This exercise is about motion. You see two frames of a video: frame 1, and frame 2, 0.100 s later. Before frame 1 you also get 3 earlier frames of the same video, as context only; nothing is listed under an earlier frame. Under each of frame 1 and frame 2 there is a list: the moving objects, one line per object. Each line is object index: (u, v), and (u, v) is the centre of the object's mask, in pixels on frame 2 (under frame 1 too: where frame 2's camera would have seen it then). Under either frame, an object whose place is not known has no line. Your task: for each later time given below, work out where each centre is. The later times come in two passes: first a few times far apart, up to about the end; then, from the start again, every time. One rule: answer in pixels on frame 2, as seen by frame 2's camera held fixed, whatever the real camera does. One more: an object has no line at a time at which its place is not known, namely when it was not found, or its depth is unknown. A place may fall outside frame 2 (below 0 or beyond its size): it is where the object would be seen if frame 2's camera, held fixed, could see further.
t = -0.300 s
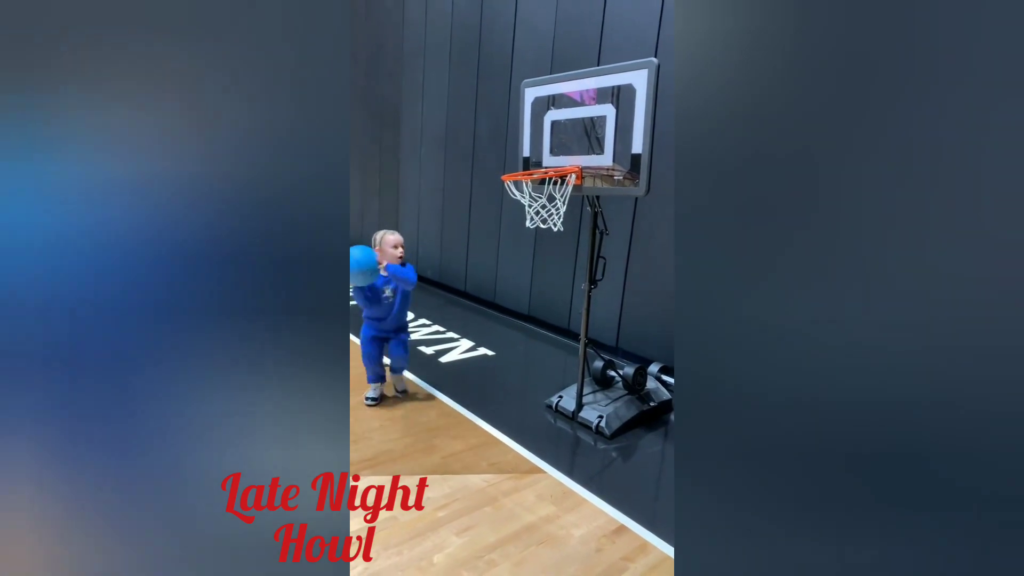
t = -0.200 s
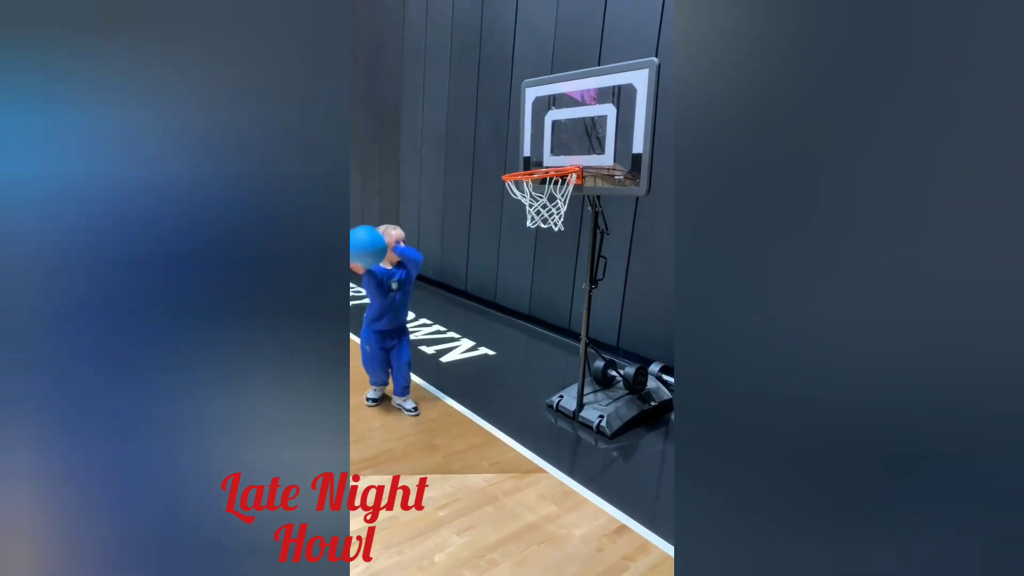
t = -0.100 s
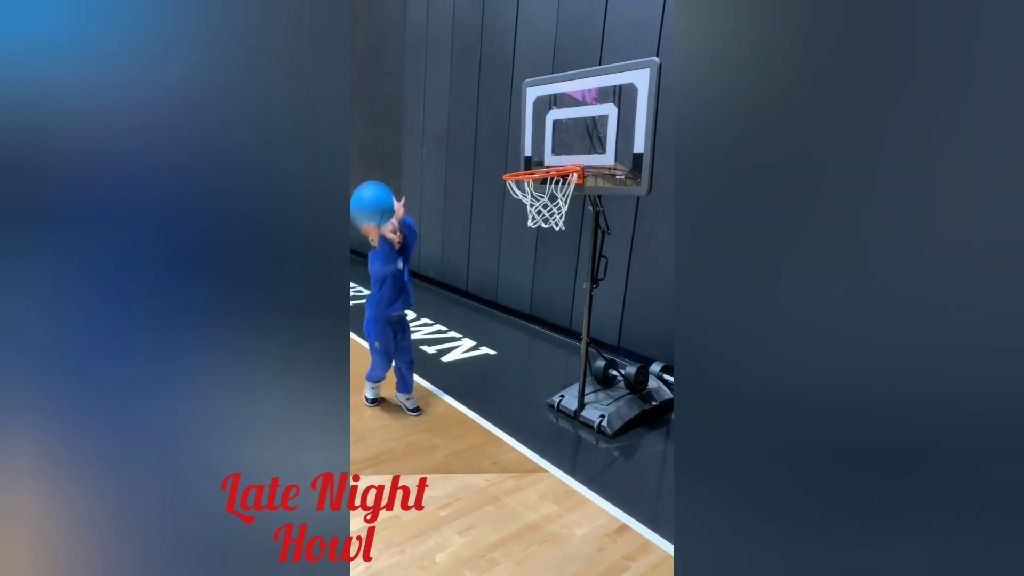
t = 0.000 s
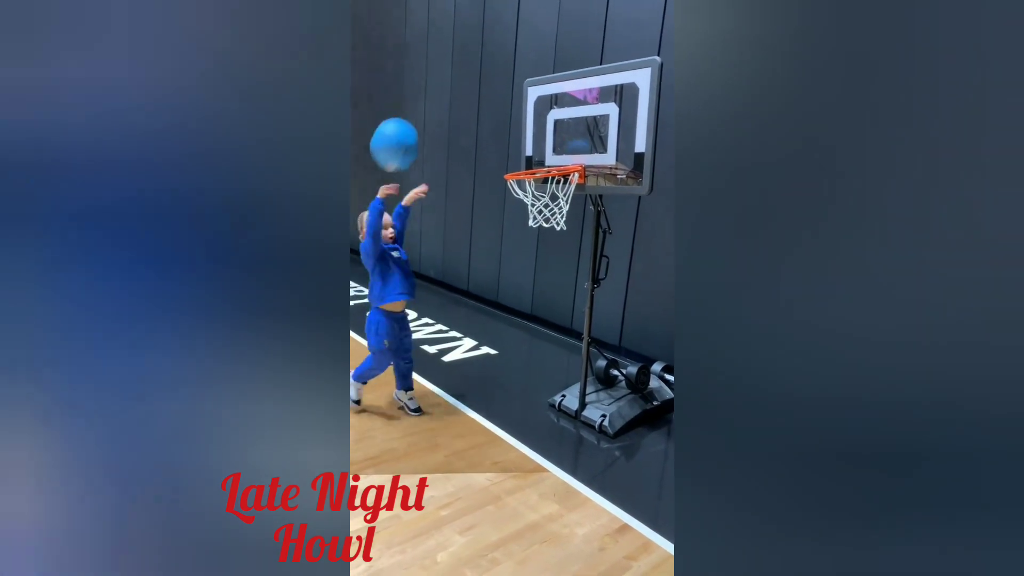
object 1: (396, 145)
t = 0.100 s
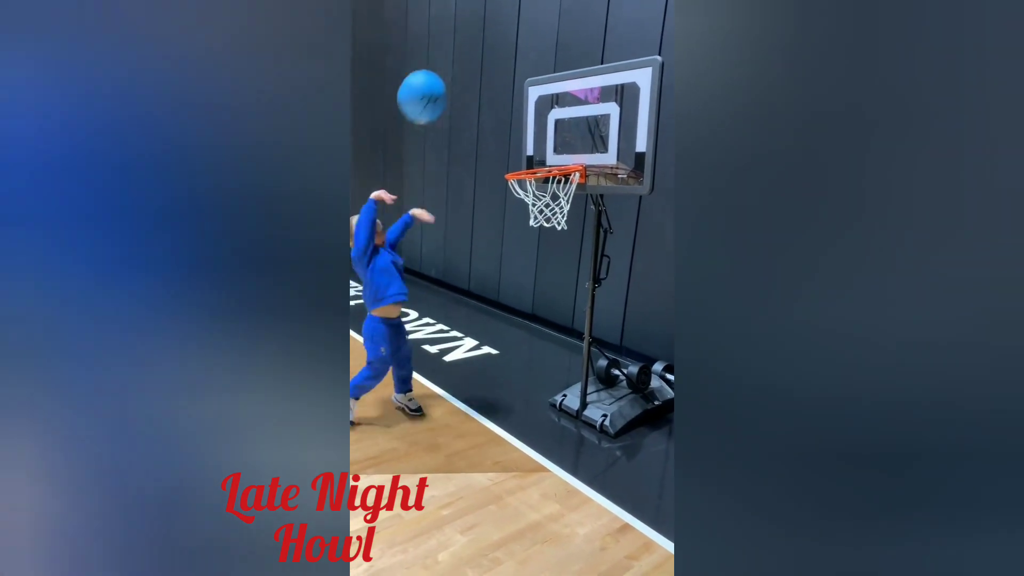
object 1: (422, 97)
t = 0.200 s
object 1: (449, 69)
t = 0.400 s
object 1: (500, 79)
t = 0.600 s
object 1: (543, 171)
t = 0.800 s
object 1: (567, 302)
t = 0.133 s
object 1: (431, 85)
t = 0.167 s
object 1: (440, 76)
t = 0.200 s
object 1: (449, 69)
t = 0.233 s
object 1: (458, 65)
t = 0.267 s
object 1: (466, 63)
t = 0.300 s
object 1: (475, 63)
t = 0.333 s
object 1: (483, 66)
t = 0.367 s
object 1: (492, 71)
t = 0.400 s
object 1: (500, 79)
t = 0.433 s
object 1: (507, 88)
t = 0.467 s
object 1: (514, 100)
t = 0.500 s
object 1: (522, 115)
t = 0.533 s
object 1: (529, 132)
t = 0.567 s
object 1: (536, 150)
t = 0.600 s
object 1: (543, 171)
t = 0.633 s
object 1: (549, 189)
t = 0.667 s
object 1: (554, 216)
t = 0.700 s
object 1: (558, 235)
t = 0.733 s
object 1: (561, 255)
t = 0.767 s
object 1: (565, 278)
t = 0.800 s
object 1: (567, 302)
